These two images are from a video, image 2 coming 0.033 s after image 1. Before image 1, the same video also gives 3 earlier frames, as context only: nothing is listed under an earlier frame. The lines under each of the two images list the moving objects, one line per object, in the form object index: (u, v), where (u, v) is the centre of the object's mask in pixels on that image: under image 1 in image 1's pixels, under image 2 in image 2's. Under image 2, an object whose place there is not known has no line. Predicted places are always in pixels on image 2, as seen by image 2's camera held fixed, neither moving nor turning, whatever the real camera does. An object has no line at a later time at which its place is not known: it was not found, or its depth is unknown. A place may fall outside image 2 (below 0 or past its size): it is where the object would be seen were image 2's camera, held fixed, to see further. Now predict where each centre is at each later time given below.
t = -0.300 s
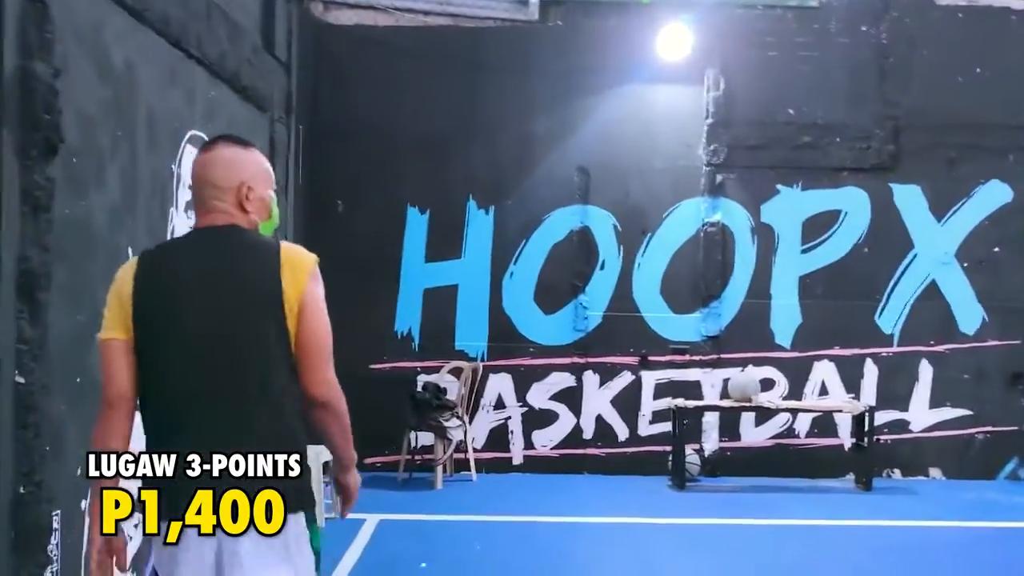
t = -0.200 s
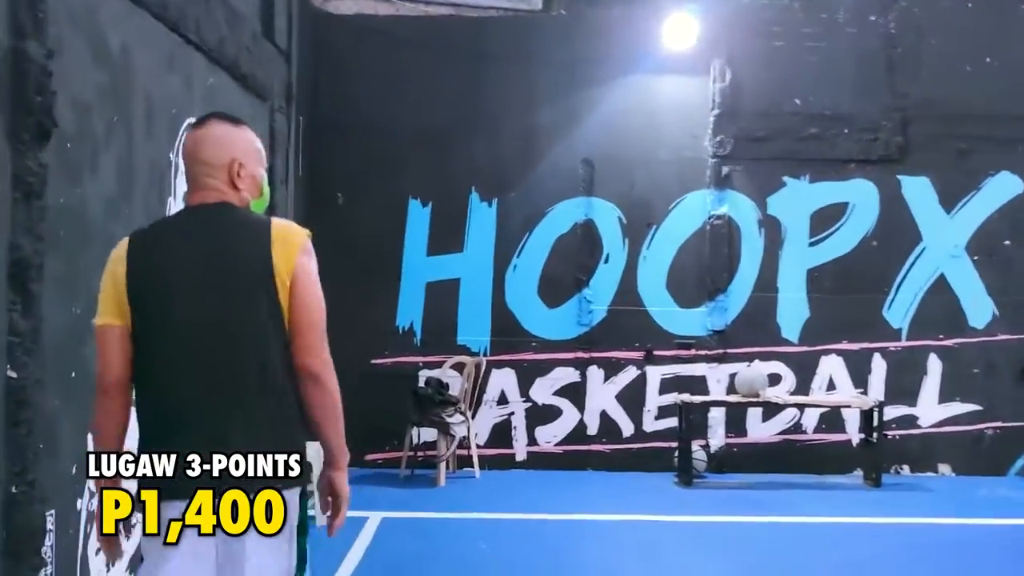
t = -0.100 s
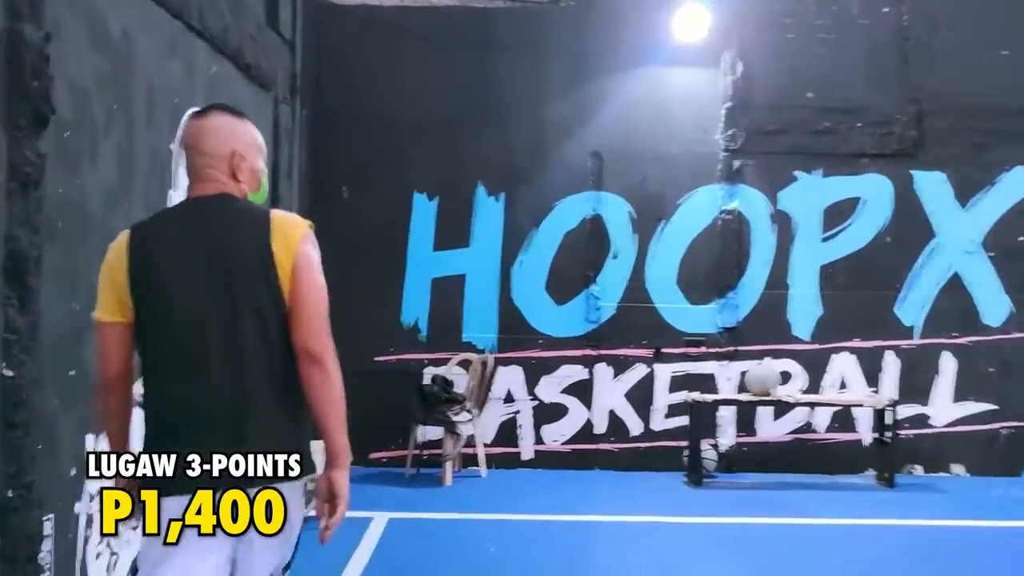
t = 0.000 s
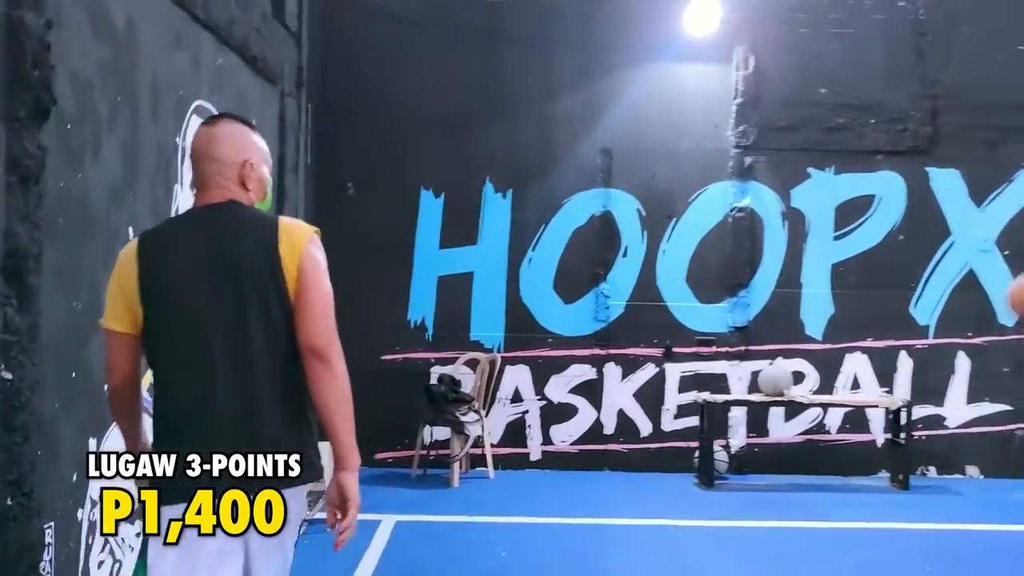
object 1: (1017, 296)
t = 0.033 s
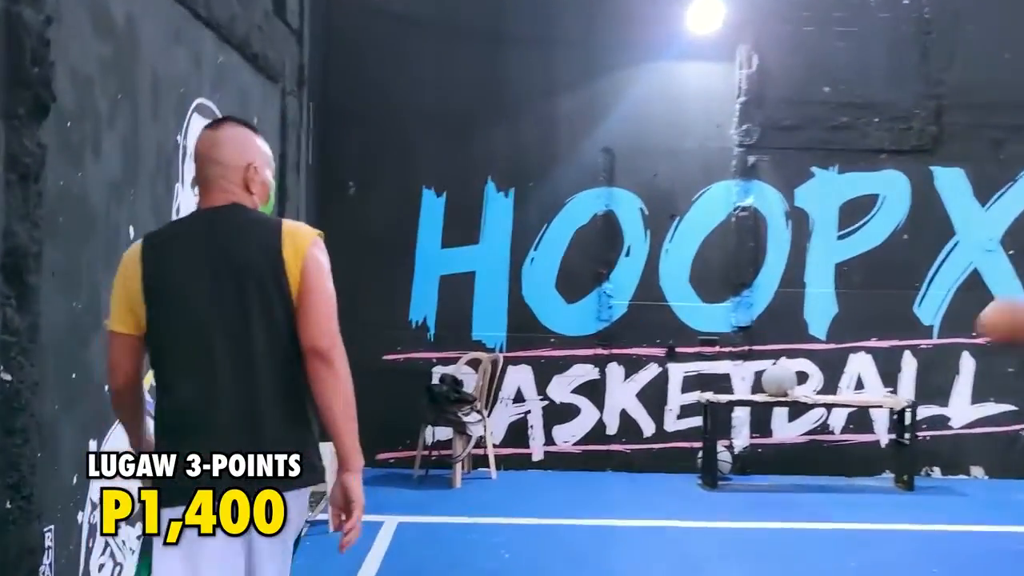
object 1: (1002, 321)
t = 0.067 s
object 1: (978, 349)
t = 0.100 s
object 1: (942, 382)
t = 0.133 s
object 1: (914, 415)
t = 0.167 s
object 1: (881, 453)
